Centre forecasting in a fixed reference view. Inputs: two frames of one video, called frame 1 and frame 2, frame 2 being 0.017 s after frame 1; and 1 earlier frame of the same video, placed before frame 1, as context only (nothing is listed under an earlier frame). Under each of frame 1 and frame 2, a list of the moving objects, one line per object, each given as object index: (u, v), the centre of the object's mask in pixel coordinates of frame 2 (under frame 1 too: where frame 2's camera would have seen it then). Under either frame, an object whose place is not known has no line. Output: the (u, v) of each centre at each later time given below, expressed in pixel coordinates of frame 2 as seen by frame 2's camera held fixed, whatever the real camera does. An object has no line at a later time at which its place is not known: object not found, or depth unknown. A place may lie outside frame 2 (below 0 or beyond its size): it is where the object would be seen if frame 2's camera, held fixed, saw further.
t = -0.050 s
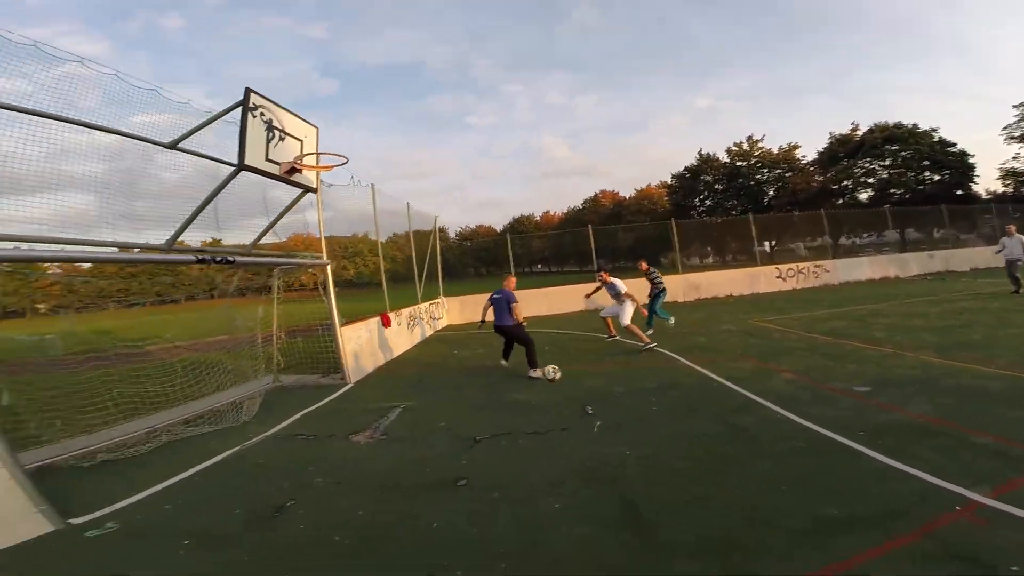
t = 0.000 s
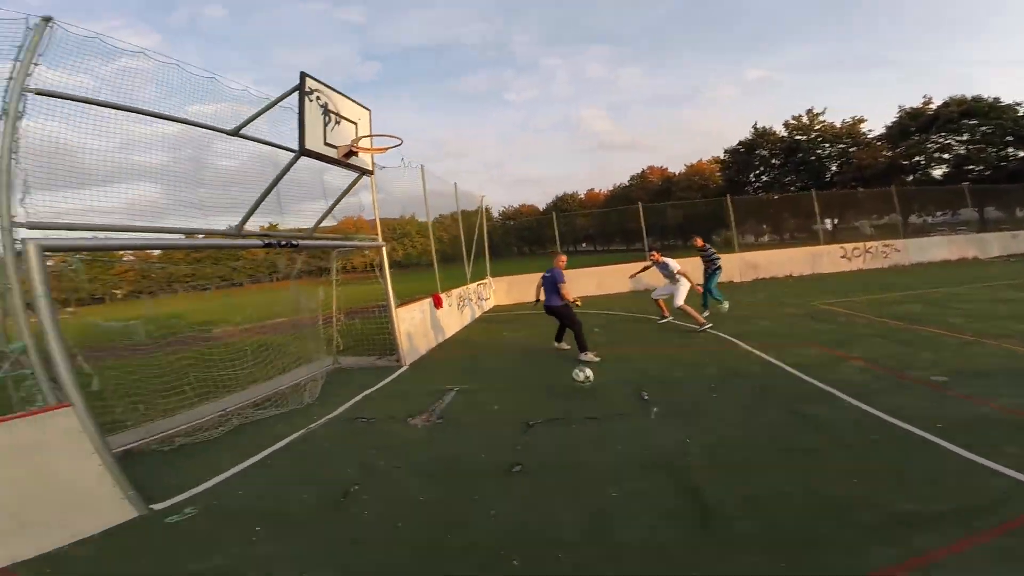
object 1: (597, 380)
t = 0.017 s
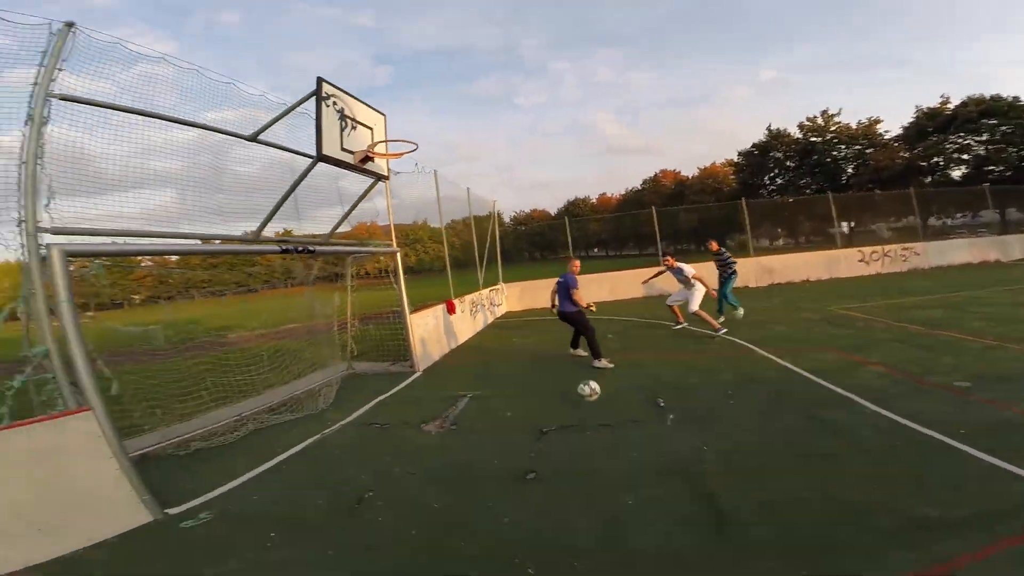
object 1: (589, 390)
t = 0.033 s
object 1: (580, 399)
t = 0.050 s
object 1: (570, 409)
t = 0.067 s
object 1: (560, 419)
